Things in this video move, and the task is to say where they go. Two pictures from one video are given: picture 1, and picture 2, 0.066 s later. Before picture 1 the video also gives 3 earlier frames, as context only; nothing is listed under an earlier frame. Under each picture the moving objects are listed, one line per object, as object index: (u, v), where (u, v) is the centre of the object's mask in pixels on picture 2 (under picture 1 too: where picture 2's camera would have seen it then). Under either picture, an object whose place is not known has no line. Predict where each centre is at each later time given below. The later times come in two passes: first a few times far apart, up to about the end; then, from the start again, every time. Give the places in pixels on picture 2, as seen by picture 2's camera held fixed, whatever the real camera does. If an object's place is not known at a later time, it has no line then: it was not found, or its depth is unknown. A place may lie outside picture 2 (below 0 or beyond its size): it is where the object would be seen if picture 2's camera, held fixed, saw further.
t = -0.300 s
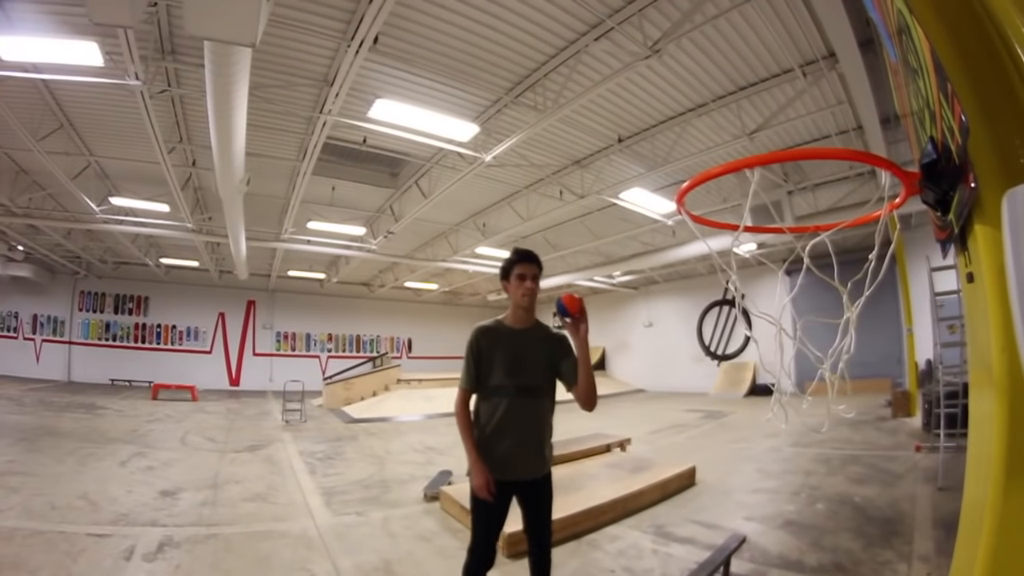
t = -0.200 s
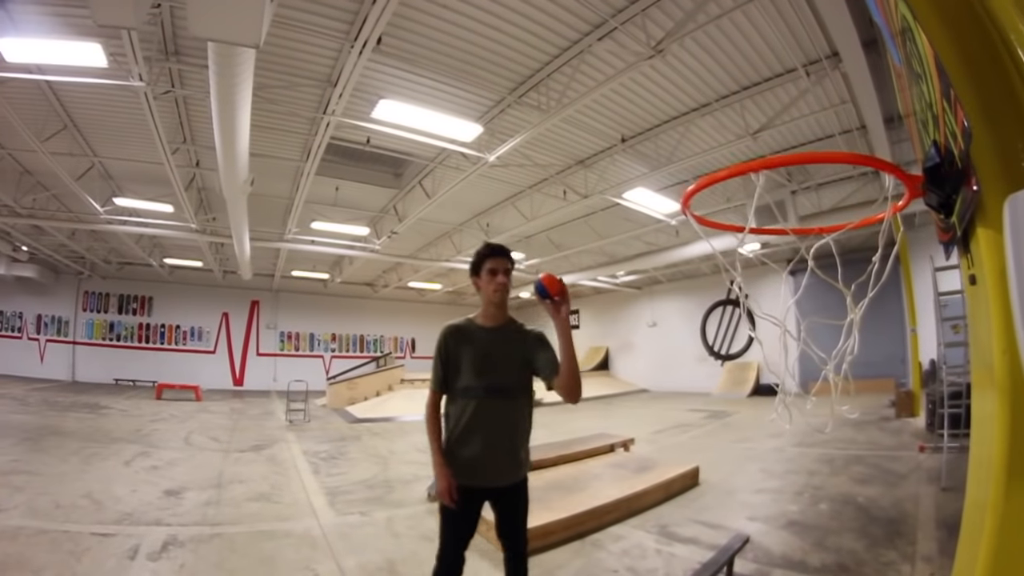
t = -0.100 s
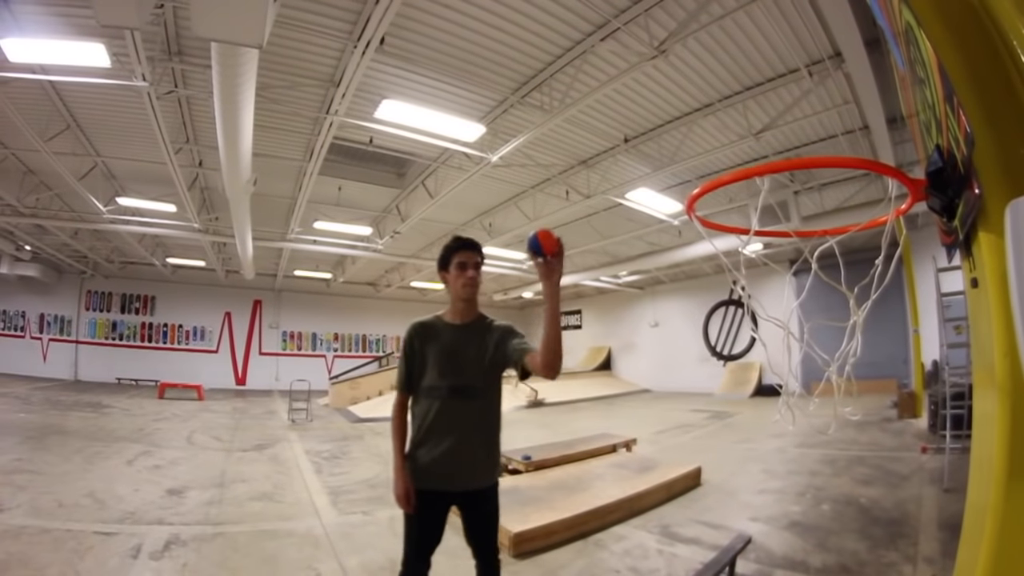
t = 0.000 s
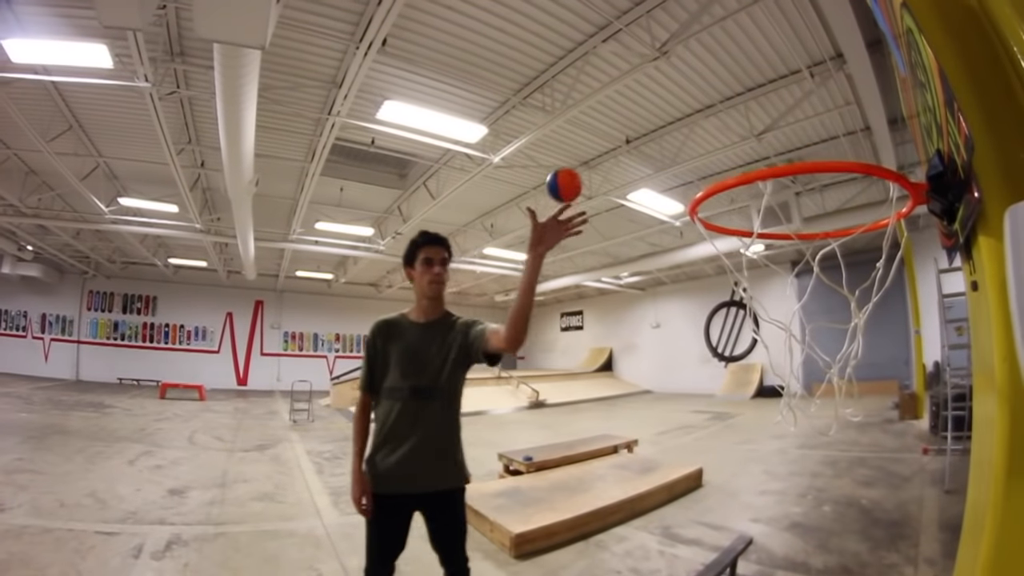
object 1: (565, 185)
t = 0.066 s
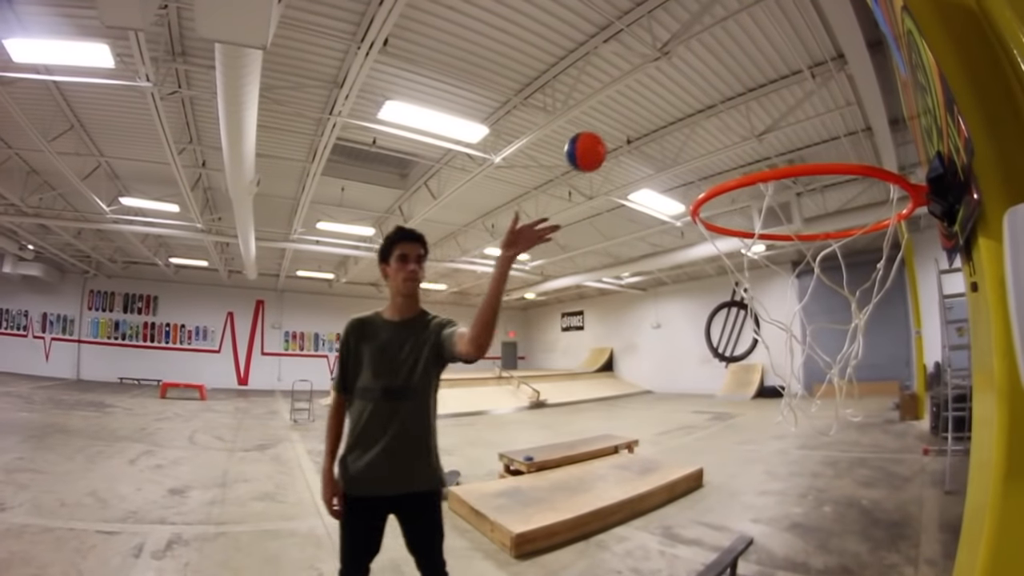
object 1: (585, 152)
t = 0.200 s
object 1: (660, 108)
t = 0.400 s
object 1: (864, 91)
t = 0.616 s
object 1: (811, 133)
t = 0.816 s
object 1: (826, 407)
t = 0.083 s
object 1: (592, 144)
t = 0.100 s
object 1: (599, 137)
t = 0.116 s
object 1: (607, 131)
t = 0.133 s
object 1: (615, 125)
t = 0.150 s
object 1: (624, 120)
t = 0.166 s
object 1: (635, 115)
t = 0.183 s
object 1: (647, 111)
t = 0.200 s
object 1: (660, 108)
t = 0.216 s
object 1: (676, 107)
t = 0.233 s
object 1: (694, 107)
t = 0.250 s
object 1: (716, 109)
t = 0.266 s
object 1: (742, 114)
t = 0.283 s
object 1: (774, 122)
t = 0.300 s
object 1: (811, 129)
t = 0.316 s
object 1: (845, 150)
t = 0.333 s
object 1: (854, 133)
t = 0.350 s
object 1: (859, 117)
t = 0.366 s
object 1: (865, 106)
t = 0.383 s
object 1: (869, 96)
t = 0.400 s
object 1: (864, 91)
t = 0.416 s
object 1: (855, 90)
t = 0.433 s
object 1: (847, 90)
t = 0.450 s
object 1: (841, 93)
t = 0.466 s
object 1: (834, 99)
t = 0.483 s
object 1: (829, 107)
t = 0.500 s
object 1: (826, 114)
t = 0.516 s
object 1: (823, 121)
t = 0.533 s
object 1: (820, 119)
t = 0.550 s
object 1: (817, 117)
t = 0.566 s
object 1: (814, 120)
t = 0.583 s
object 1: (813, 122)
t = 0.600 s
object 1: (812, 125)
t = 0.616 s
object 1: (811, 133)
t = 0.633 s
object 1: (812, 140)
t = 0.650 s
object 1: (813, 162)
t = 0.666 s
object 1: (815, 179)
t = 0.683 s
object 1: (816, 200)
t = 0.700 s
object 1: (819, 229)
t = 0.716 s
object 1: (821, 245)
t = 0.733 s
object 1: (822, 270)
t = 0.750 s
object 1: (824, 297)
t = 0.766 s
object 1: (825, 322)
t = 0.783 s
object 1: (825, 345)
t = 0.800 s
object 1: (826, 376)
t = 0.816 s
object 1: (826, 407)
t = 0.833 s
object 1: (824, 442)
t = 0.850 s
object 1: (821, 475)
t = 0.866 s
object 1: (817, 510)
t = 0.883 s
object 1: (812, 538)
